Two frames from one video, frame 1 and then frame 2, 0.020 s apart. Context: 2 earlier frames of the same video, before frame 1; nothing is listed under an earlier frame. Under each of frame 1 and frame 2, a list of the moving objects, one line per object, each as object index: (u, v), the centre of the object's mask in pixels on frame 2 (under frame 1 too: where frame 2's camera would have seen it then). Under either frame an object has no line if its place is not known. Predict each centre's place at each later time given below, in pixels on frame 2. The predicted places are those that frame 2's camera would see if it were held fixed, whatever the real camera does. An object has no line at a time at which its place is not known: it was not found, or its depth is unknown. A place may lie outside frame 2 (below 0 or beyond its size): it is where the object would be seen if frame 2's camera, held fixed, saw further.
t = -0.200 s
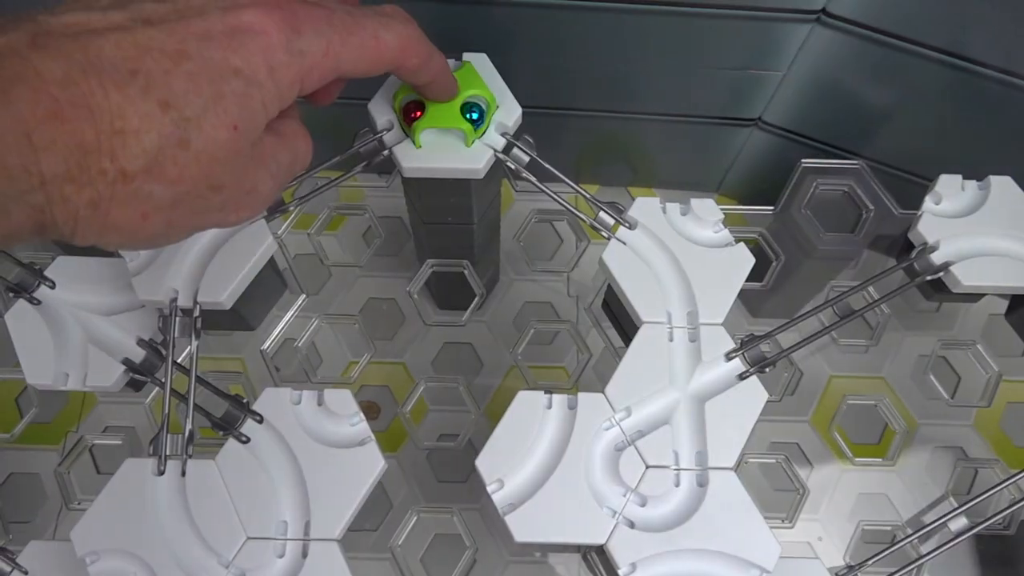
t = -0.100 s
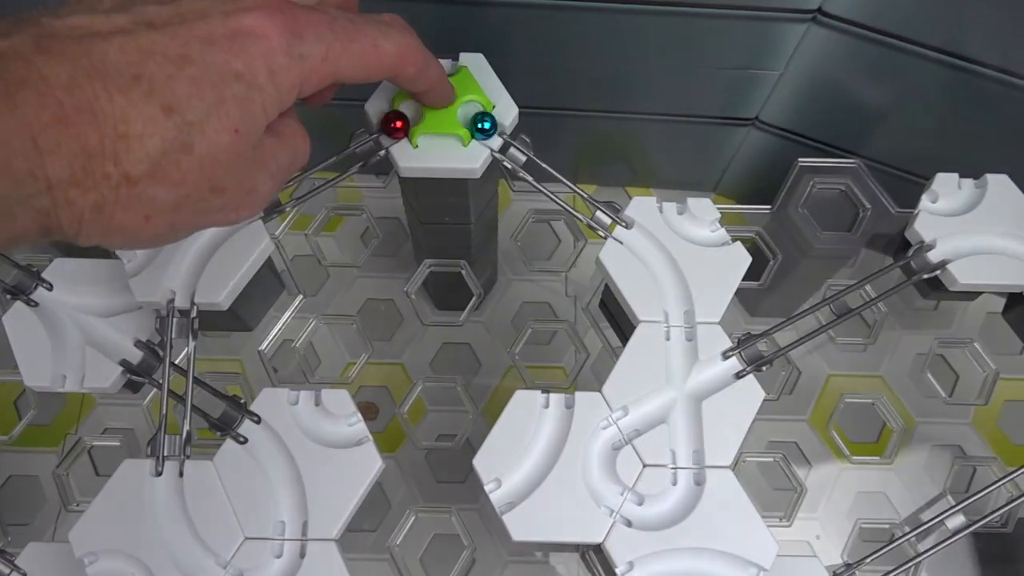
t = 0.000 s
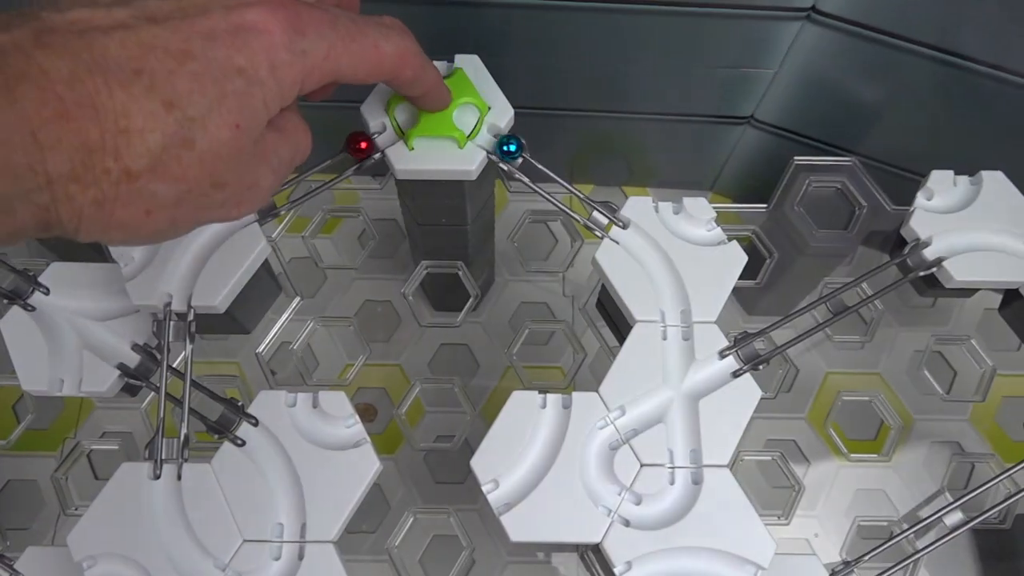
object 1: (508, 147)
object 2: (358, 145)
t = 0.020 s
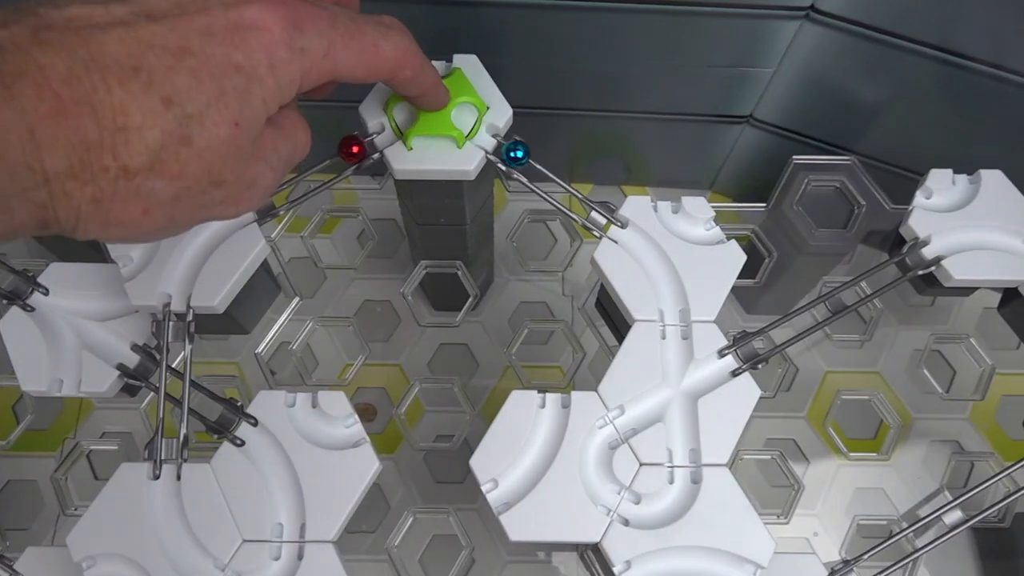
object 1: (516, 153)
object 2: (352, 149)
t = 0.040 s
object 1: (525, 160)
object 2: (344, 153)
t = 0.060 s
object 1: (537, 168)
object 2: (336, 157)
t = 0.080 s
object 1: (548, 176)
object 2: (327, 162)
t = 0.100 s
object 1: (560, 186)
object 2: (318, 167)
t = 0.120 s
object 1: (573, 196)
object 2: (308, 174)
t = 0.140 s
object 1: (587, 204)
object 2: (298, 180)
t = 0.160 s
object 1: (601, 215)
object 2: (287, 185)
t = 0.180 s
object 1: (616, 226)
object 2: (276, 190)
